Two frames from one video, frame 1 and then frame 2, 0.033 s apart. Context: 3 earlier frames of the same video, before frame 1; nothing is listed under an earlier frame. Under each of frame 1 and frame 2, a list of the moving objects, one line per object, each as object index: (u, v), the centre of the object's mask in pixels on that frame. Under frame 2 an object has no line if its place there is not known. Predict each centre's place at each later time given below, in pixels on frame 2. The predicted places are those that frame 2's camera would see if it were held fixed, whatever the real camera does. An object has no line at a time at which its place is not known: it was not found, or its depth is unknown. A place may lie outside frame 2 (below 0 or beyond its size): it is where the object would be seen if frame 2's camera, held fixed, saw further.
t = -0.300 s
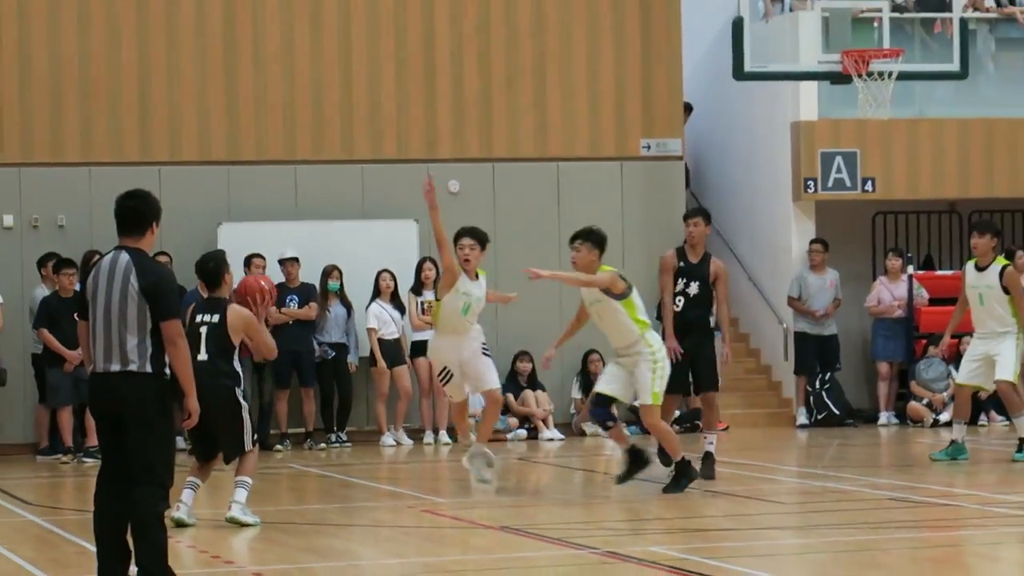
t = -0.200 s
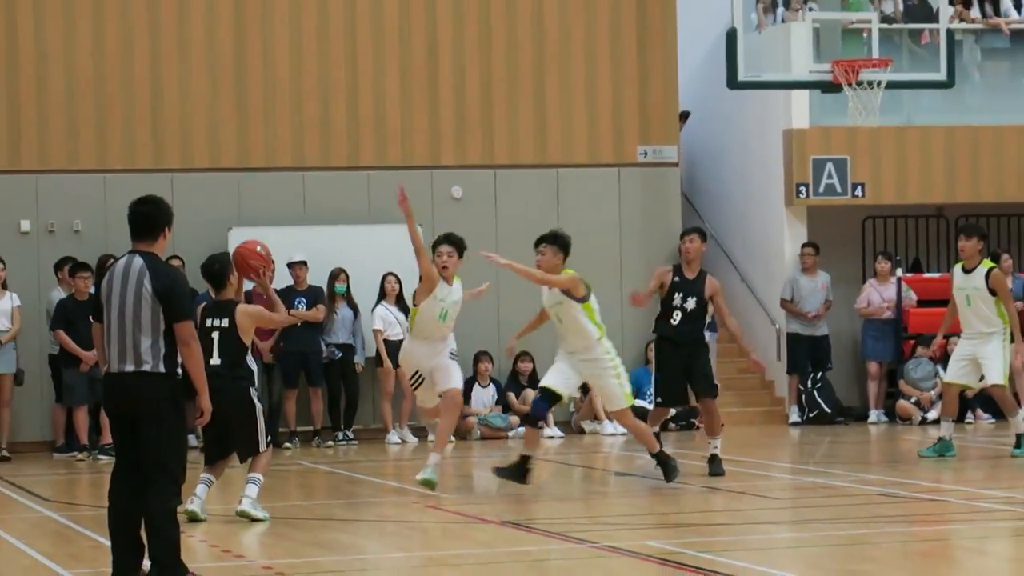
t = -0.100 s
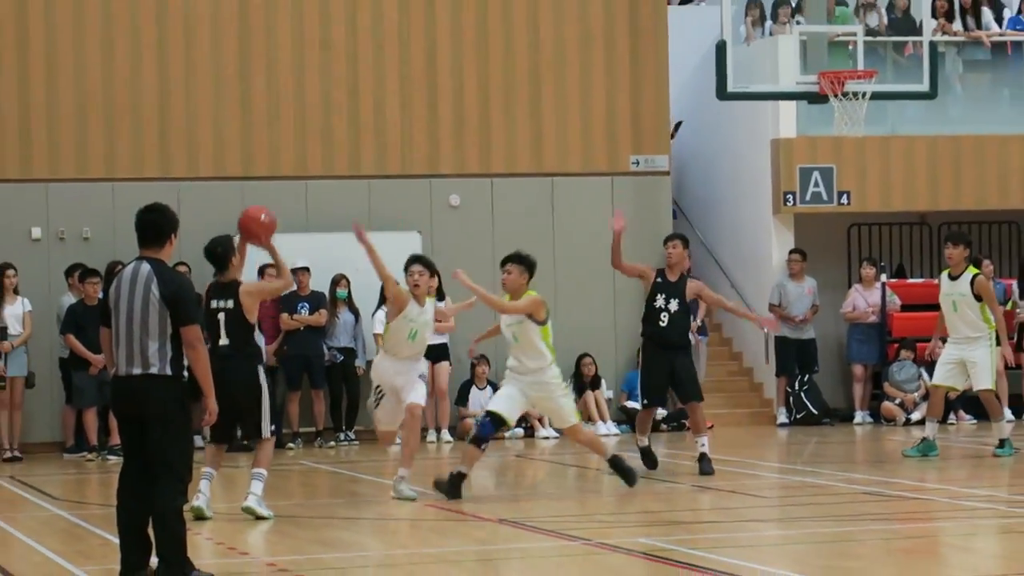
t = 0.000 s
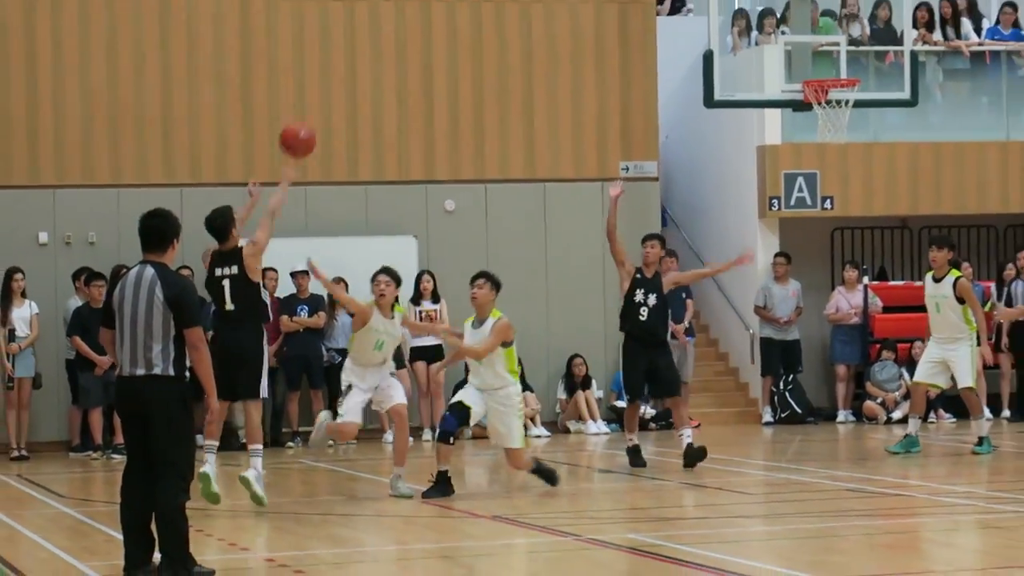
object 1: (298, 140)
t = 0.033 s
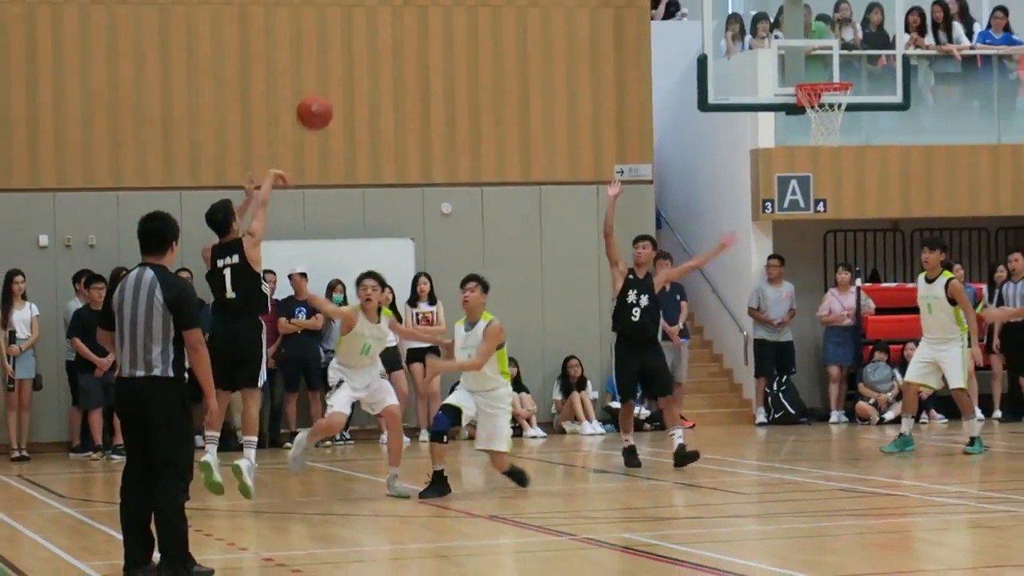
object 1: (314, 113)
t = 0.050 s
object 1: (324, 97)
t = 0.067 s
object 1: (334, 84)
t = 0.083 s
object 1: (342, 71)
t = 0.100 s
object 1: (353, 54)
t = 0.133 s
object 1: (372, 30)
